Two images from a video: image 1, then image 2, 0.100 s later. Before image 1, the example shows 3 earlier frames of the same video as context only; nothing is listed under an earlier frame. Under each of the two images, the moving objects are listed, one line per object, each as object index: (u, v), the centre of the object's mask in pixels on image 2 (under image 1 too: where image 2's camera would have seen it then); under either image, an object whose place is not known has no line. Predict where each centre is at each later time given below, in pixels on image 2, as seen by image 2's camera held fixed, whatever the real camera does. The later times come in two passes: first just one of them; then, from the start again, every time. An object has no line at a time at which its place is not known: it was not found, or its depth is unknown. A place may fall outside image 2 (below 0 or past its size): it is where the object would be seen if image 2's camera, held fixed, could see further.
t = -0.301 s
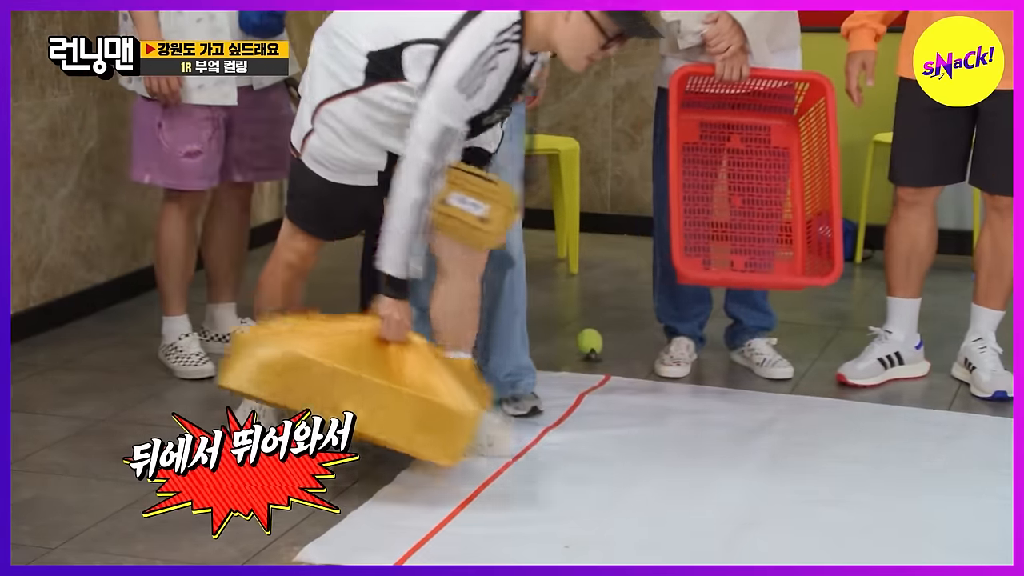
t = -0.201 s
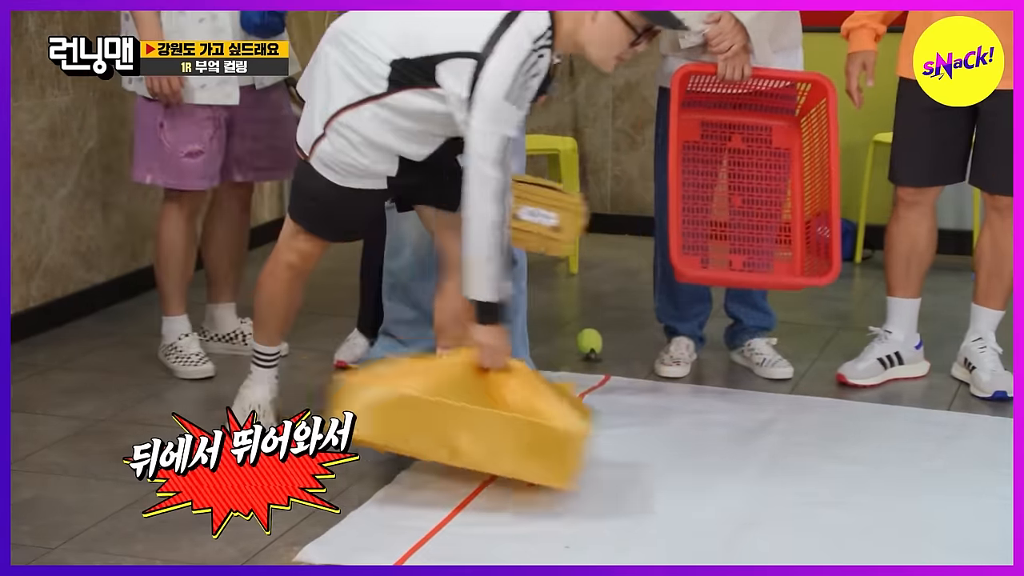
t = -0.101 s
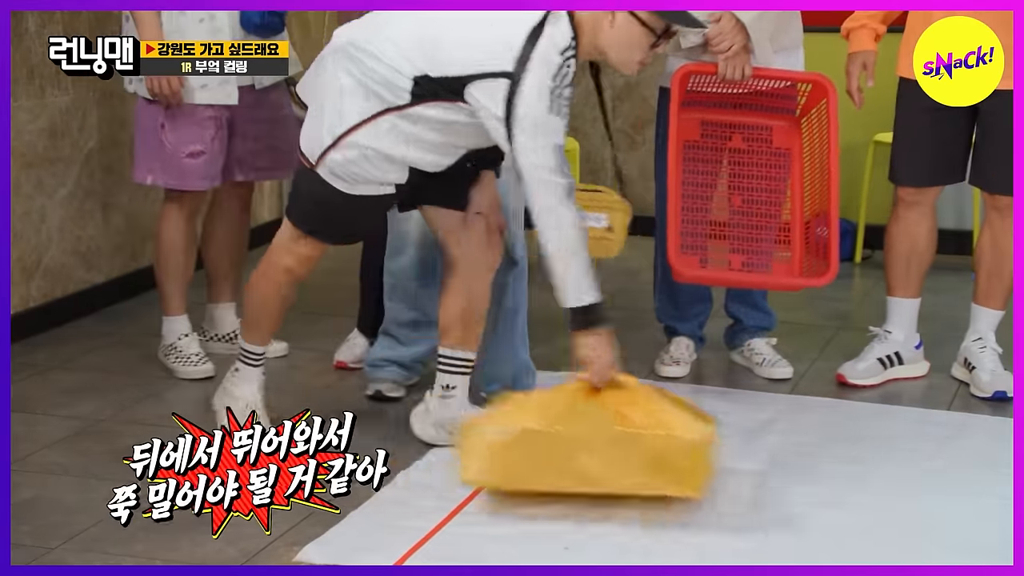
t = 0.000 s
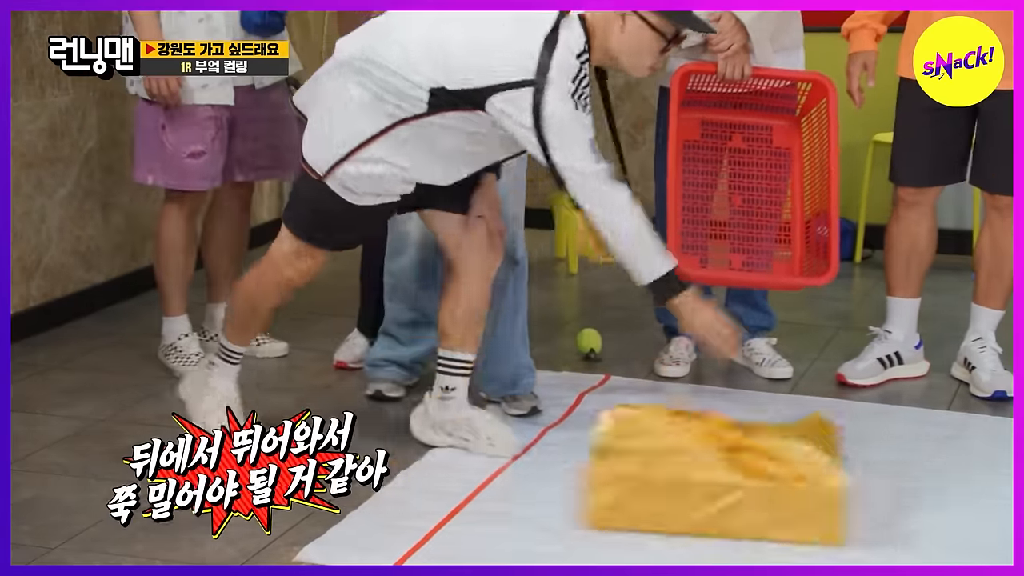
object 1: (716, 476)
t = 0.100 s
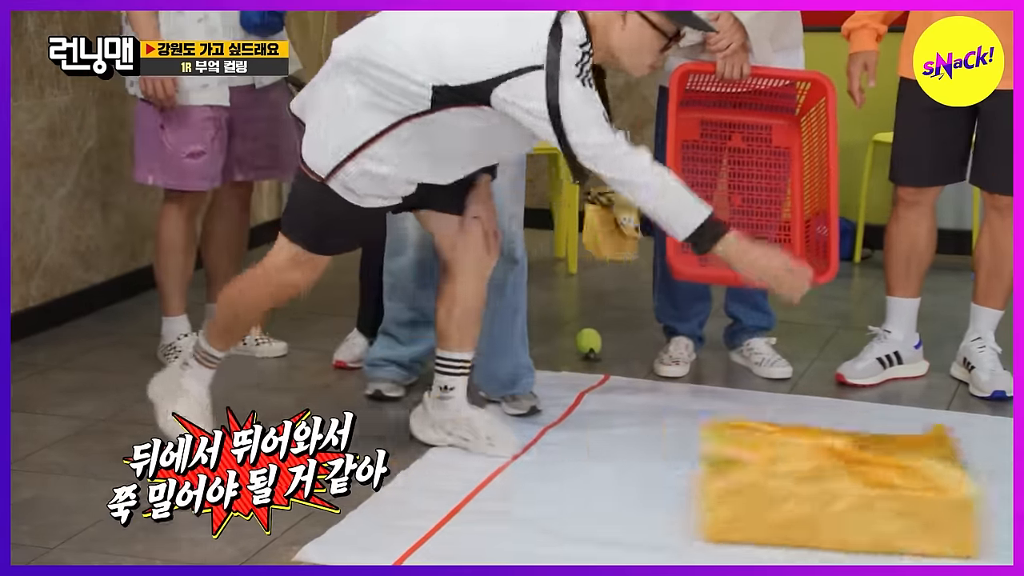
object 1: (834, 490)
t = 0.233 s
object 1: (922, 501)
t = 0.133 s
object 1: (870, 493)
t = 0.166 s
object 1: (891, 496)
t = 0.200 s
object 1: (905, 499)
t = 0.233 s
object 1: (922, 501)
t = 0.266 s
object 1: (937, 504)
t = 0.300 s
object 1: (954, 505)
